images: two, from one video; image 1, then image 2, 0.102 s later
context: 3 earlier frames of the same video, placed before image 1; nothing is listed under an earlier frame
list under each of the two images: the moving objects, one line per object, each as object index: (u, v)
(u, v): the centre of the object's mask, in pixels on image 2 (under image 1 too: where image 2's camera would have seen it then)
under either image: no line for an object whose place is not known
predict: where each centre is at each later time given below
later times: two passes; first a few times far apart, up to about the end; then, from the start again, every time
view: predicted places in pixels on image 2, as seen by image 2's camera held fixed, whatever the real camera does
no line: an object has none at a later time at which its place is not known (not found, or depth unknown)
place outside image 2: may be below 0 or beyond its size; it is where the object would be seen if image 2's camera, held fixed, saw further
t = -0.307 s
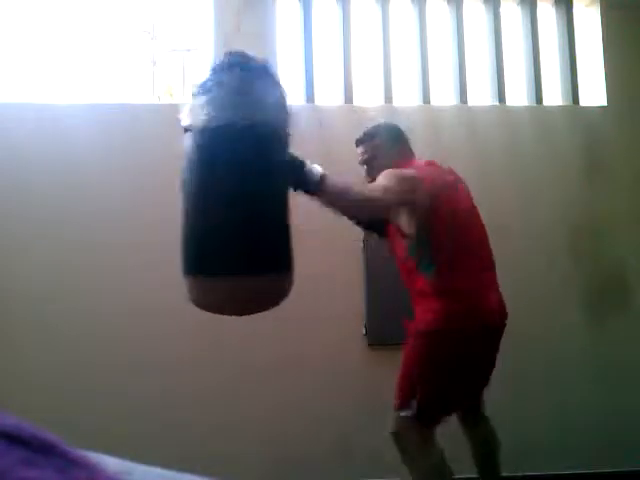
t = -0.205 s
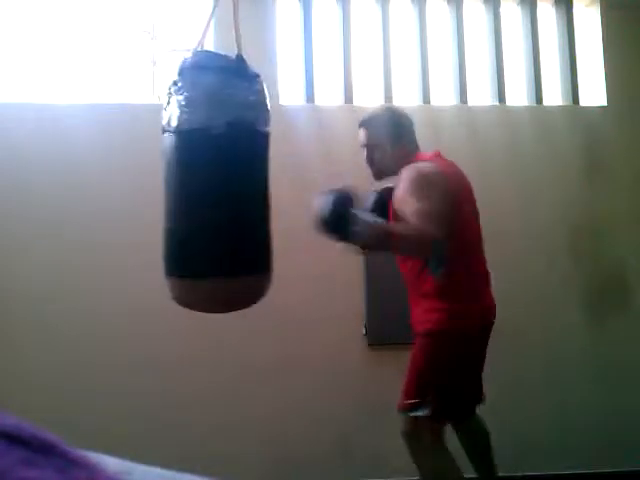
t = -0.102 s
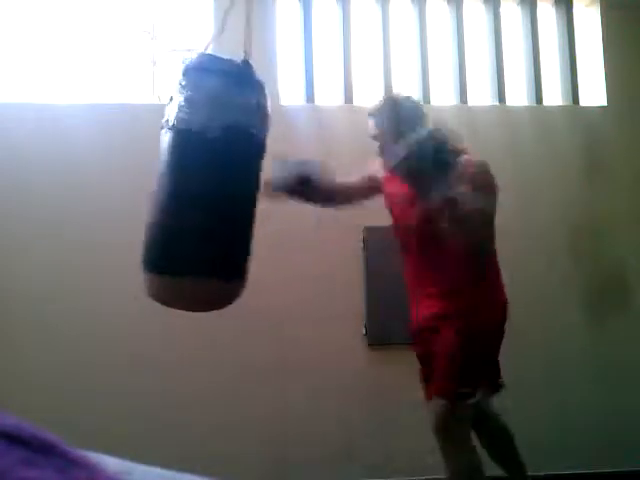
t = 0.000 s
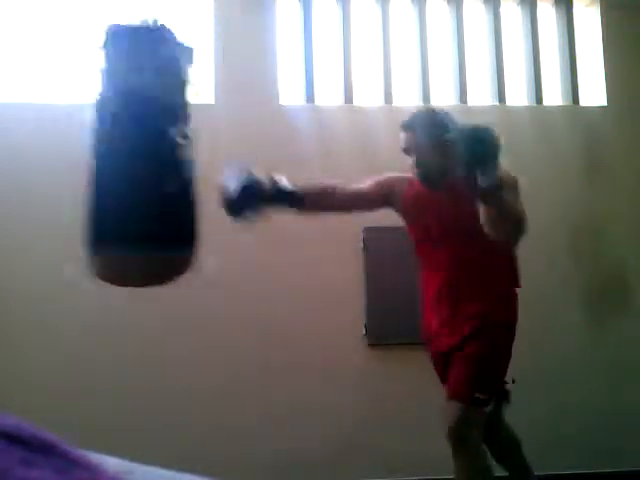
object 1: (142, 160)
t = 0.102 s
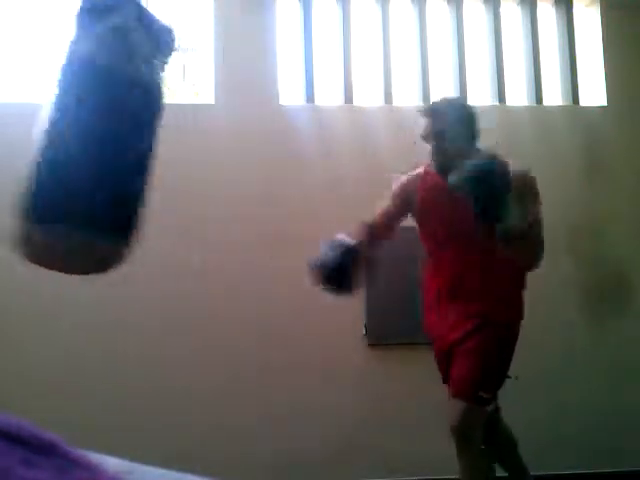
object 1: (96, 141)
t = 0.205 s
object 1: (78, 126)
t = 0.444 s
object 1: (77, 90)
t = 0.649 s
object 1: (93, 136)
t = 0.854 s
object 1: (220, 162)
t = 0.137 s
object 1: (83, 139)
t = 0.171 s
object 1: (78, 133)
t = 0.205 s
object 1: (78, 126)
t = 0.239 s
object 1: (79, 115)
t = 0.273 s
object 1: (80, 103)
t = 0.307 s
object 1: (81, 95)
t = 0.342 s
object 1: (81, 90)
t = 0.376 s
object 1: (81, 88)
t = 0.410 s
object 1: (79, 87)
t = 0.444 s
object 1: (77, 90)
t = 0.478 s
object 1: (73, 94)
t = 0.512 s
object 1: (71, 101)
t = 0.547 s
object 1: (71, 108)
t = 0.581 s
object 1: (77, 117)
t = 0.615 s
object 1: (84, 126)
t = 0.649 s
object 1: (93, 136)
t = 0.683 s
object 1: (108, 143)
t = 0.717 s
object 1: (124, 149)
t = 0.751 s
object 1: (148, 153)
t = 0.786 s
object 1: (171, 155)
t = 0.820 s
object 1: (196, 158)
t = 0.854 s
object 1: (220, 162)
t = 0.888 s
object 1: (243, 165)
